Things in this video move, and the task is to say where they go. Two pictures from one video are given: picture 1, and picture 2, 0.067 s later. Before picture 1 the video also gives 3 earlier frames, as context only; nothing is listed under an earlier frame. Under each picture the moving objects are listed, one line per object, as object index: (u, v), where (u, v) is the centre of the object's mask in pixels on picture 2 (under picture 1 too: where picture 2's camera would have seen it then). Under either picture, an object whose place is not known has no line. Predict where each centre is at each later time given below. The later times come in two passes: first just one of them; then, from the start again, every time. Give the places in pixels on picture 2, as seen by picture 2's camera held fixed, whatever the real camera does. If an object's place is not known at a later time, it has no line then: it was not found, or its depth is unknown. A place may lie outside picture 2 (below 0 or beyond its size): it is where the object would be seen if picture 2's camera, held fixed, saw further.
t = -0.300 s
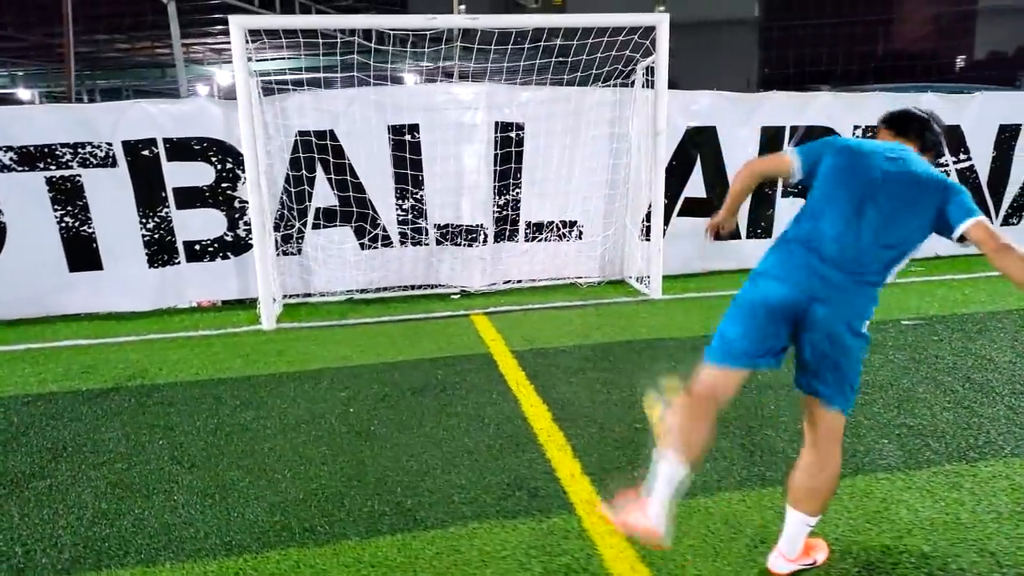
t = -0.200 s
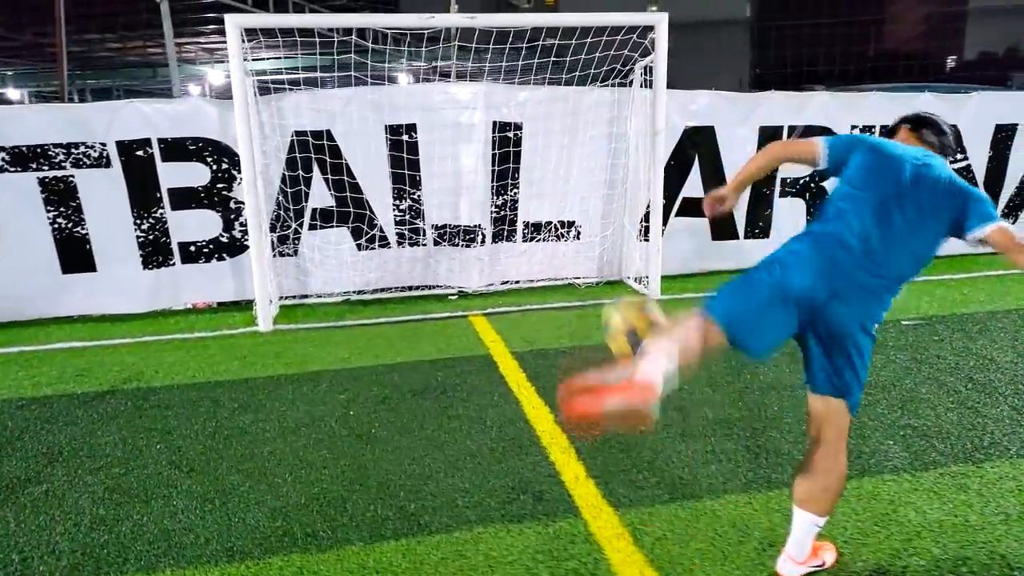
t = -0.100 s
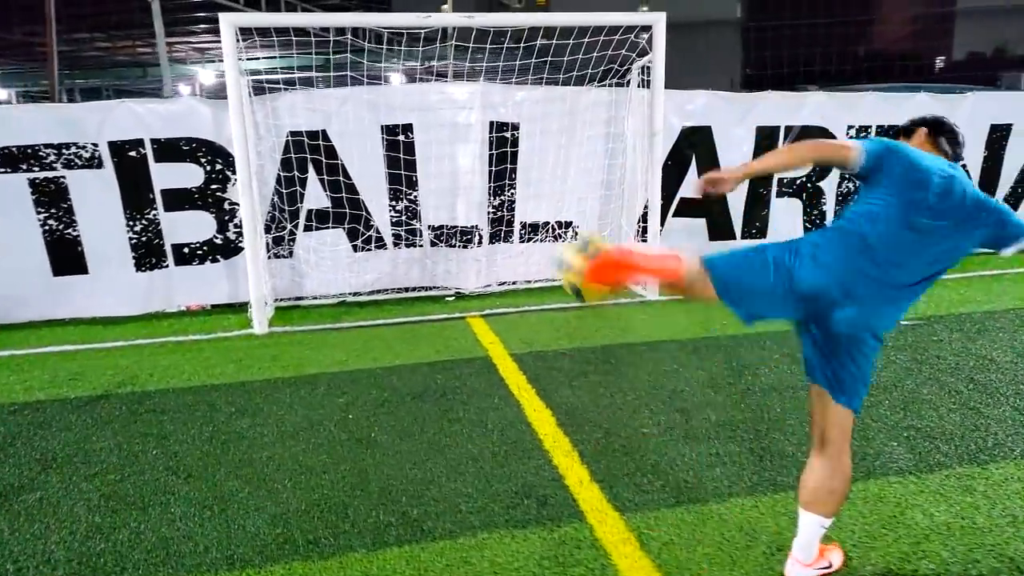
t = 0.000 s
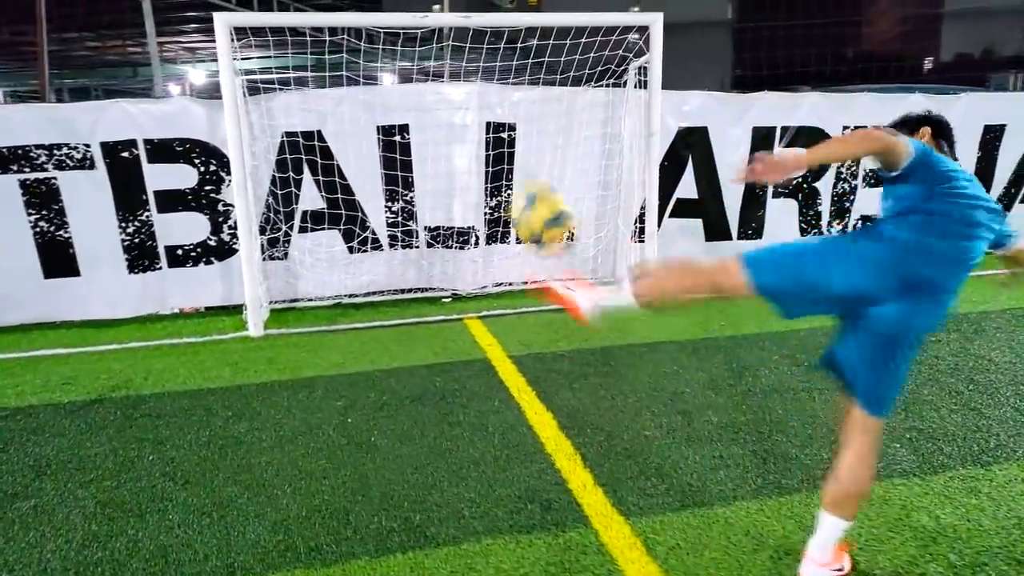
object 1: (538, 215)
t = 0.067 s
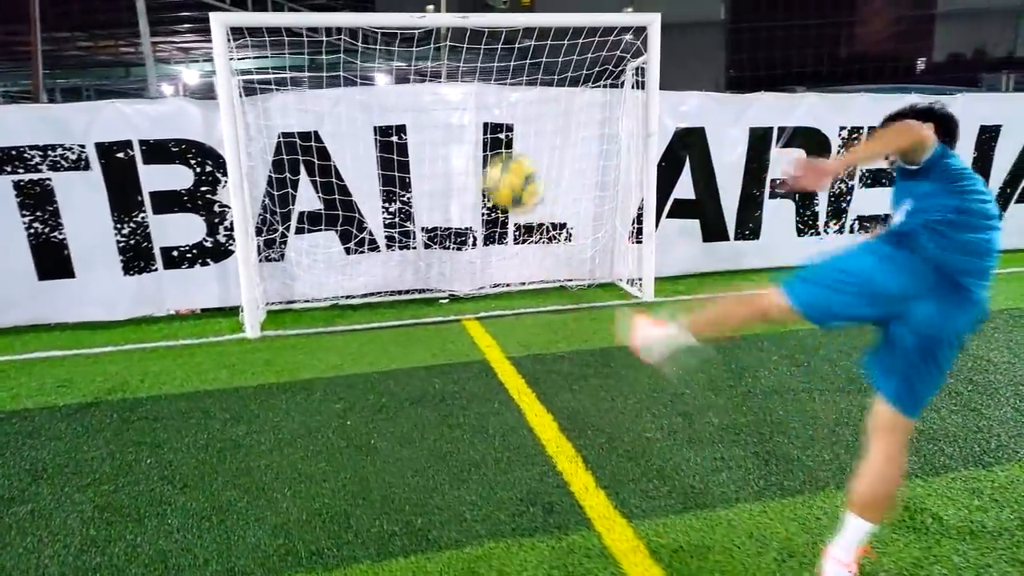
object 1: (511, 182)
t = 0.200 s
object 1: (470, 158)
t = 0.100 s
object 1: (501, 172)
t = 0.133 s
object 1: (488, 163)
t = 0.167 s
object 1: (479, 159)
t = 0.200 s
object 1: (470, 158)
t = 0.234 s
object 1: (462, 159)
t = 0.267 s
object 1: (454, 161)
